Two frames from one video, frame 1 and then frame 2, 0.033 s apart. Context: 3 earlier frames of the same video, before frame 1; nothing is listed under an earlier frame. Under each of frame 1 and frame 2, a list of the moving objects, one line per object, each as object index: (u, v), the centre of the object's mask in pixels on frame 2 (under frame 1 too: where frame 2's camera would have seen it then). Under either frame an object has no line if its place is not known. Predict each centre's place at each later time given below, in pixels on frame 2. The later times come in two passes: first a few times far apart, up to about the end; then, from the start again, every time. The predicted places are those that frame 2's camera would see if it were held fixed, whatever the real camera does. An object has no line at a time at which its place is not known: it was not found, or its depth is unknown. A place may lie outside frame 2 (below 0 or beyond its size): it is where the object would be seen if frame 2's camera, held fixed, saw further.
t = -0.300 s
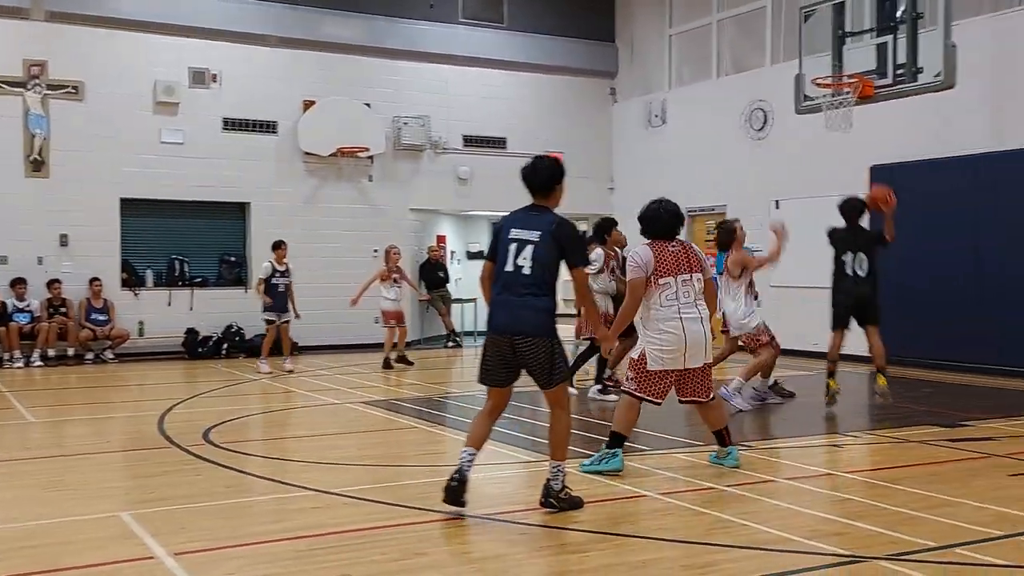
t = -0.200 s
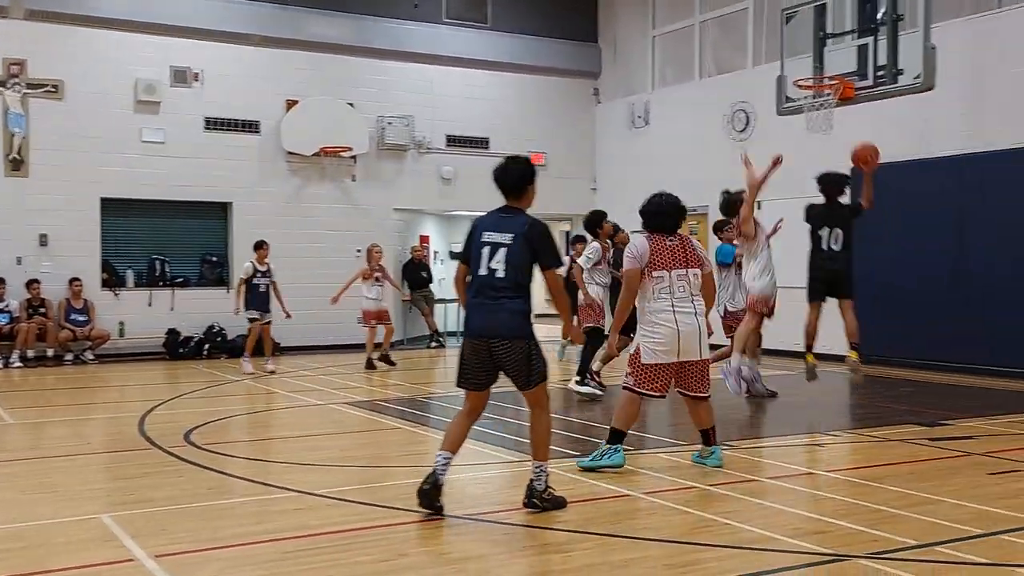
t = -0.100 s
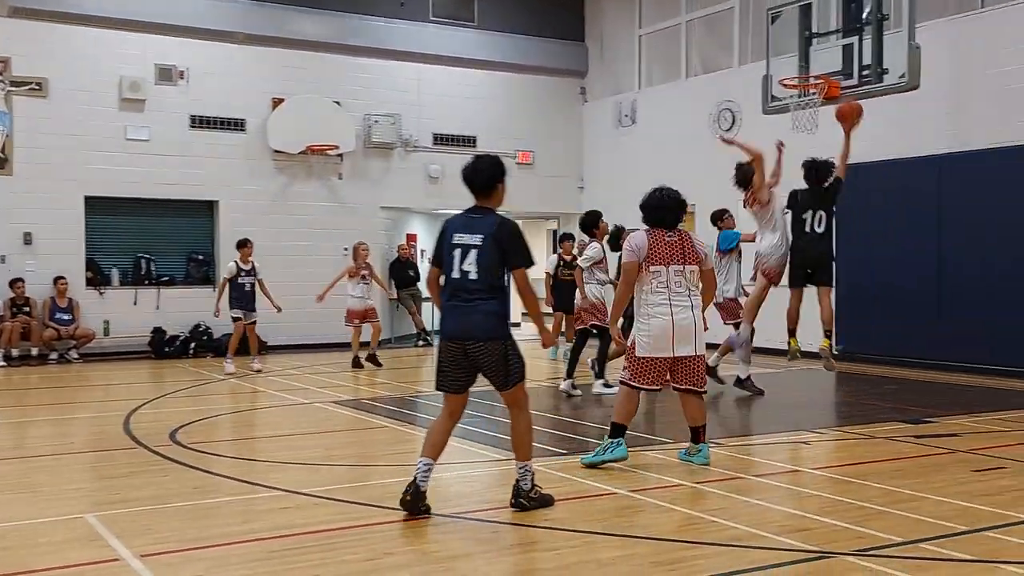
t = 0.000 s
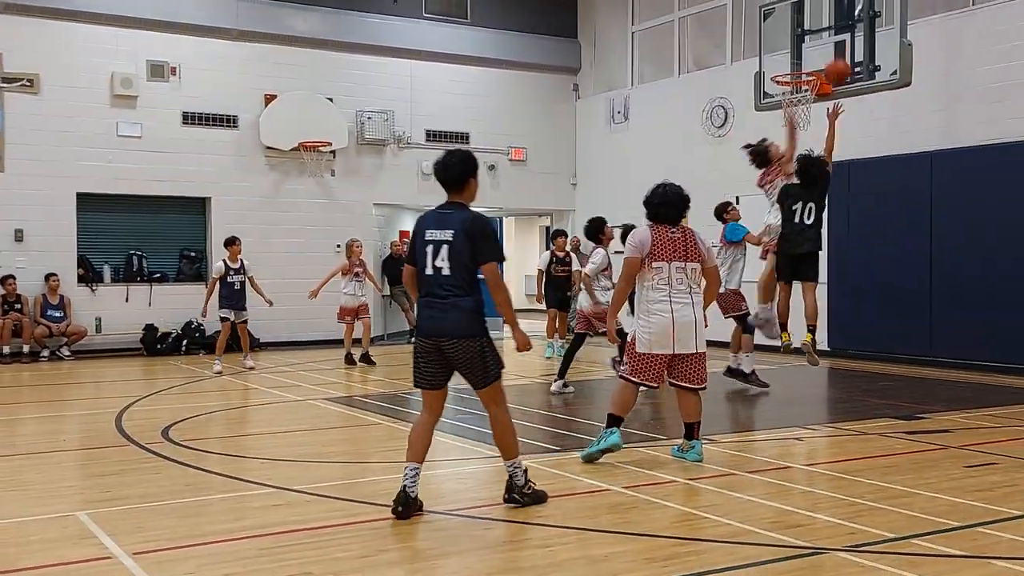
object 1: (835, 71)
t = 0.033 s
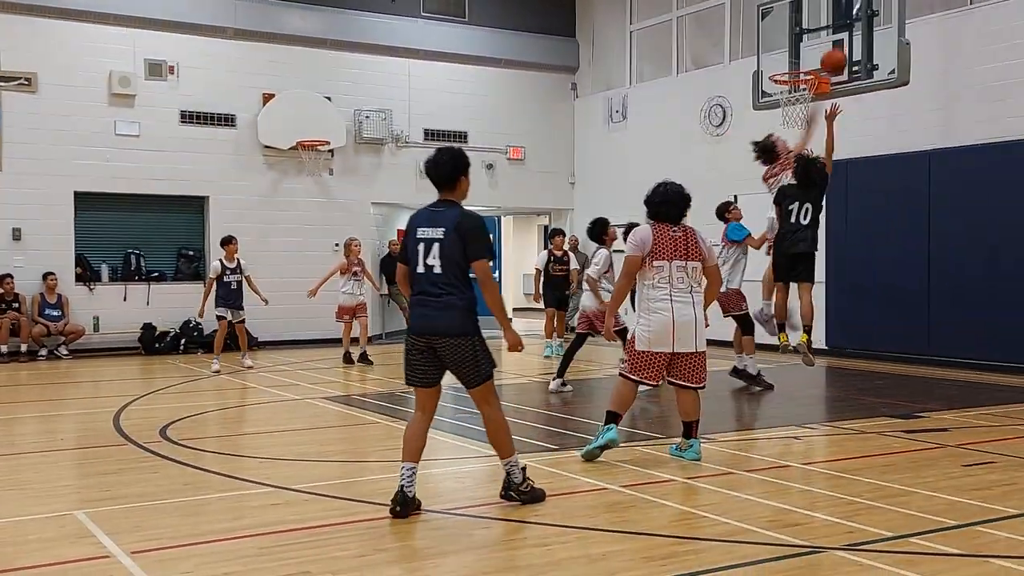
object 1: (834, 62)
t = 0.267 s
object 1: (824, 31)
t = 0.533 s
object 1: (807, 57)
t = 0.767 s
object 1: (782, 61)
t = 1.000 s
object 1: (801, 61)
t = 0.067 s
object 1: (832, 53)
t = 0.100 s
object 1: (831, 47)
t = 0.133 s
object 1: (830, 41)
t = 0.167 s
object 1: (828, 36)
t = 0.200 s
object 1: (827, 33)
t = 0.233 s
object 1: (826, 31)
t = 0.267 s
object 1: (824, 31)
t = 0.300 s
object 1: (824, 31)
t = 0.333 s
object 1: (822, 32)
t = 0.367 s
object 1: (821, 35)
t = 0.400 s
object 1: (820, 38)
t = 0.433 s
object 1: (819, 43)
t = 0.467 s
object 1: (817, 48)
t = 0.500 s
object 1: (812, 52)
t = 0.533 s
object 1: (807, 57)
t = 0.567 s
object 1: (801, 62)
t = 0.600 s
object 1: (797, 64)
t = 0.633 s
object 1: (792, 64)
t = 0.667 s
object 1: (786, 64)
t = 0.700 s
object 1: (782, 65)
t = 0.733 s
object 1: (779, 65)
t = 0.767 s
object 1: (782, 61)
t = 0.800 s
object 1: (784, 59)
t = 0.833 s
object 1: (788, 57)
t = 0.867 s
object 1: (790, 55)
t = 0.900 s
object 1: (793, 55)
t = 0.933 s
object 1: (795, 56)
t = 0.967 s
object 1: (798, 58)
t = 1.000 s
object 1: (801, 61)
